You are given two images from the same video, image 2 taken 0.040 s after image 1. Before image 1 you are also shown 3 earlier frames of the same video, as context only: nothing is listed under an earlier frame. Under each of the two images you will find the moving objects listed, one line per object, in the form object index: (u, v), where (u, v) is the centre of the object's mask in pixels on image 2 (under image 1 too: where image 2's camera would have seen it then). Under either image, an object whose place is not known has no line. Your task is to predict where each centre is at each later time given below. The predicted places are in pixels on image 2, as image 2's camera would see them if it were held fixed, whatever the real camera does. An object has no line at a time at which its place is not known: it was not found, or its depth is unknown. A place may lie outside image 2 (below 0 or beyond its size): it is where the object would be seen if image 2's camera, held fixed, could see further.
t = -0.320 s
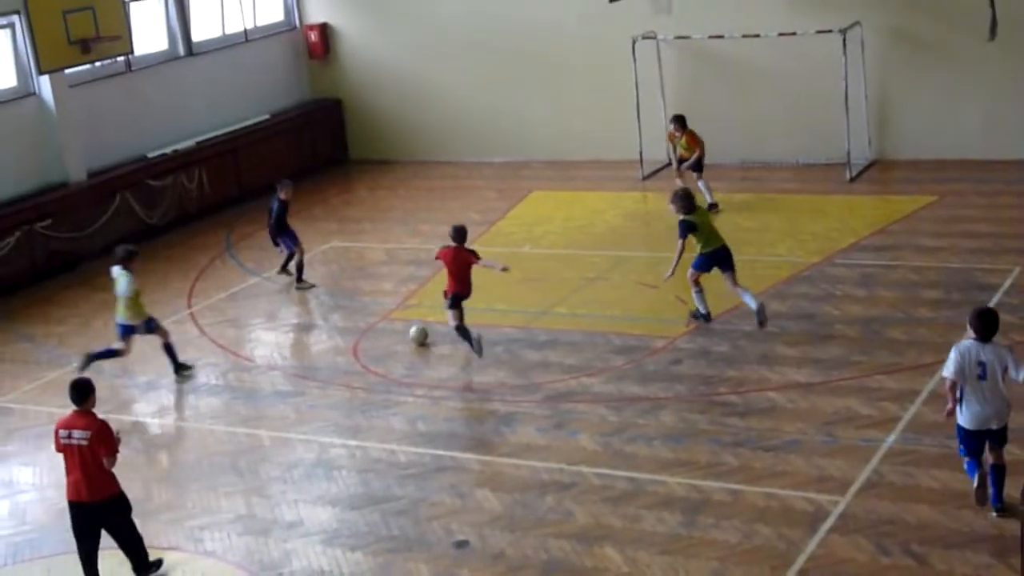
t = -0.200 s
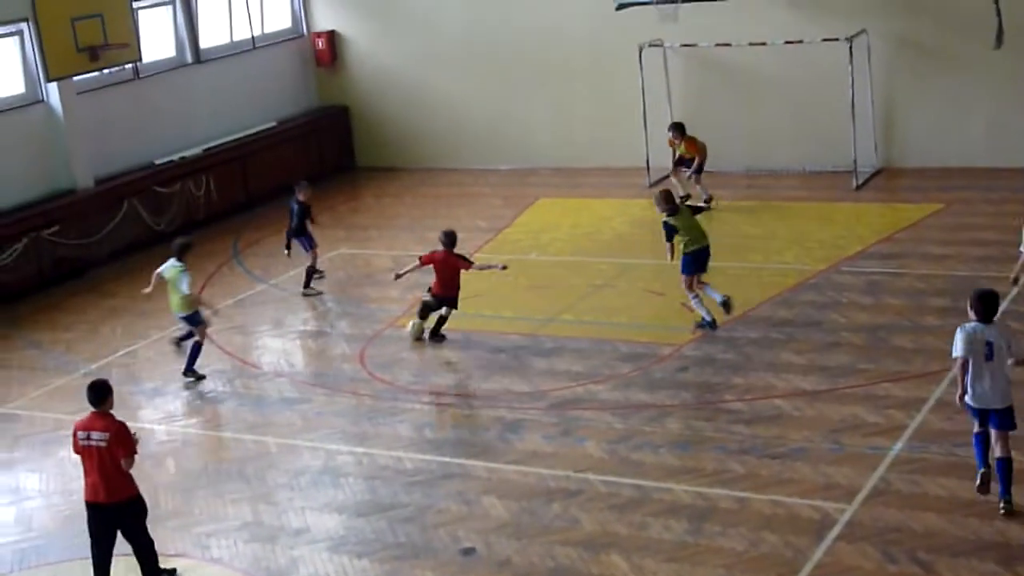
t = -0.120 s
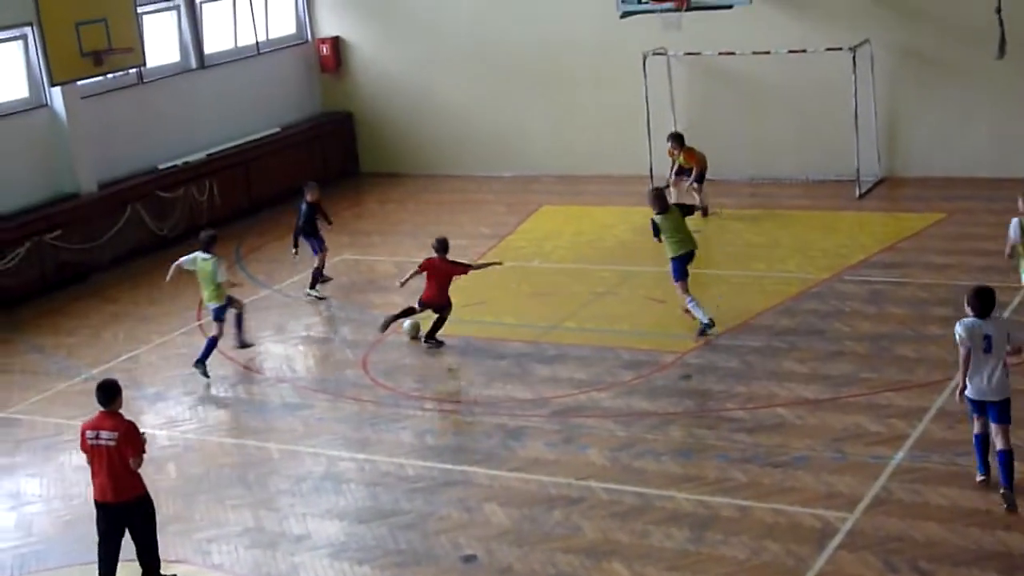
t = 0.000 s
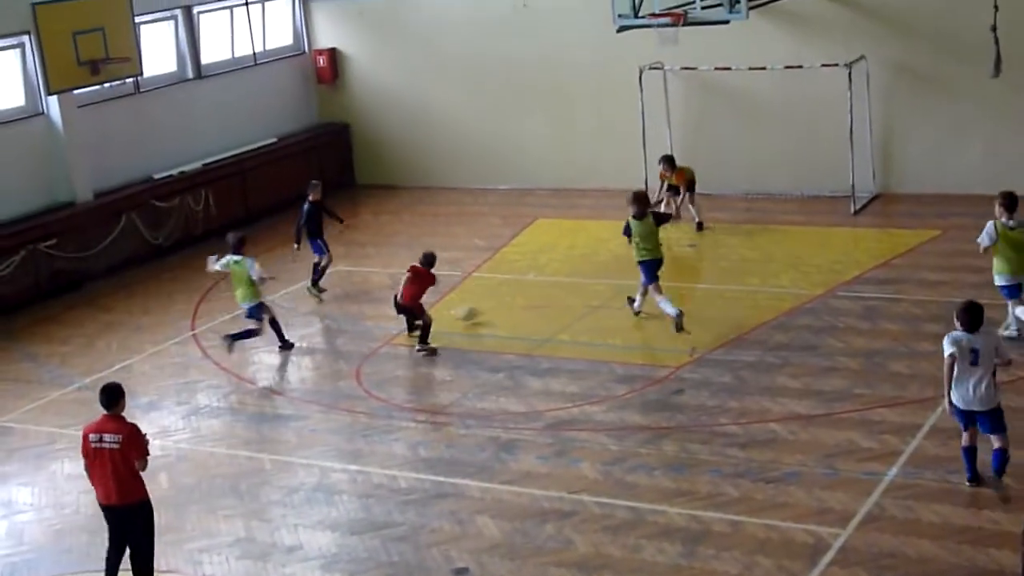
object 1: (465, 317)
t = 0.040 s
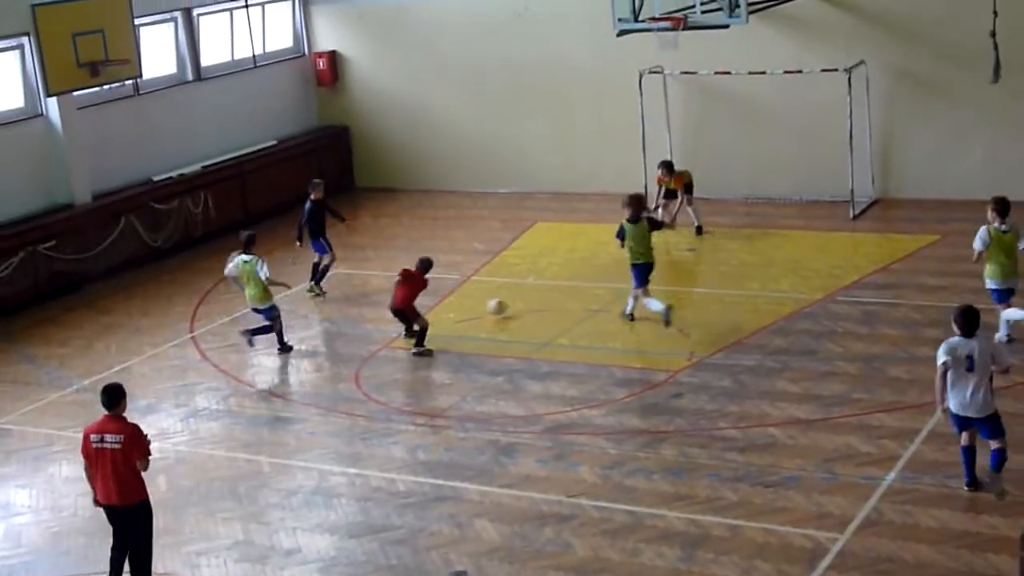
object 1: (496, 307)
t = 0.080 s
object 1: (528, 299)
